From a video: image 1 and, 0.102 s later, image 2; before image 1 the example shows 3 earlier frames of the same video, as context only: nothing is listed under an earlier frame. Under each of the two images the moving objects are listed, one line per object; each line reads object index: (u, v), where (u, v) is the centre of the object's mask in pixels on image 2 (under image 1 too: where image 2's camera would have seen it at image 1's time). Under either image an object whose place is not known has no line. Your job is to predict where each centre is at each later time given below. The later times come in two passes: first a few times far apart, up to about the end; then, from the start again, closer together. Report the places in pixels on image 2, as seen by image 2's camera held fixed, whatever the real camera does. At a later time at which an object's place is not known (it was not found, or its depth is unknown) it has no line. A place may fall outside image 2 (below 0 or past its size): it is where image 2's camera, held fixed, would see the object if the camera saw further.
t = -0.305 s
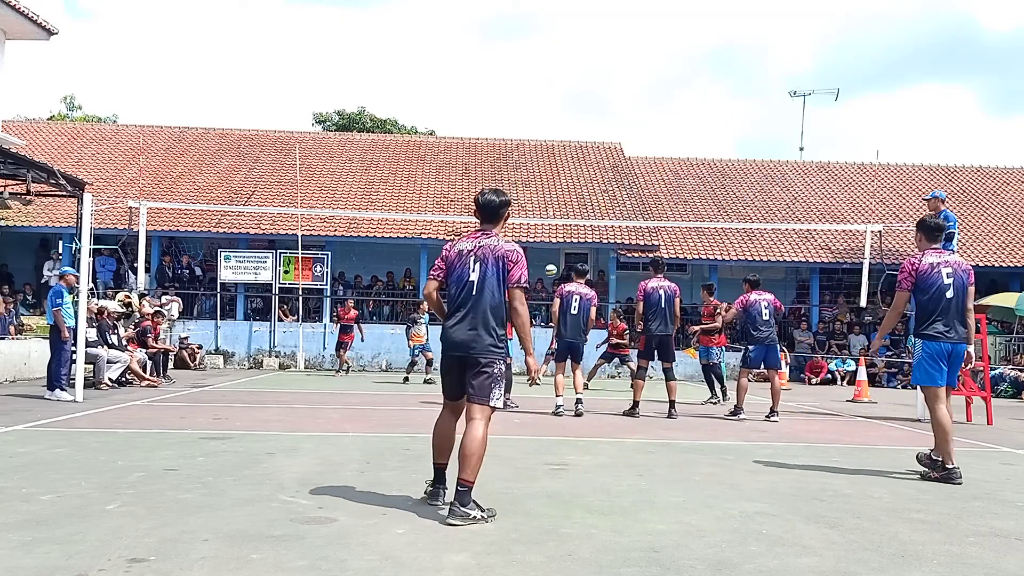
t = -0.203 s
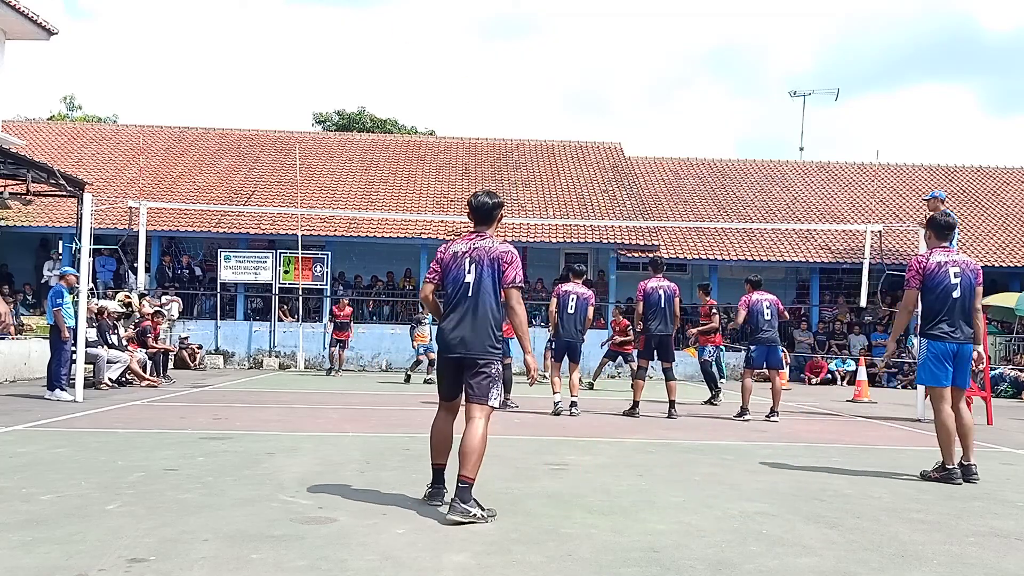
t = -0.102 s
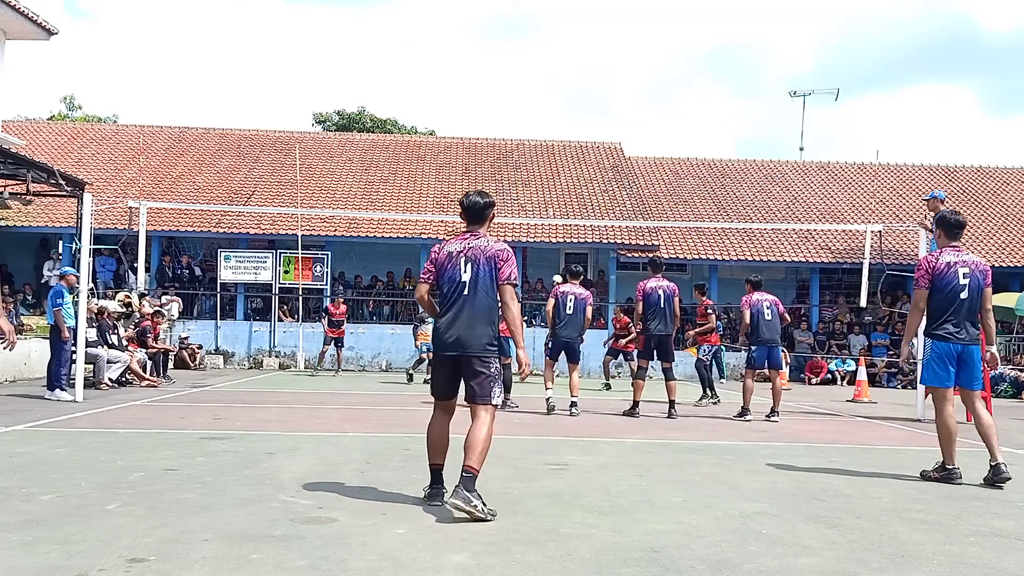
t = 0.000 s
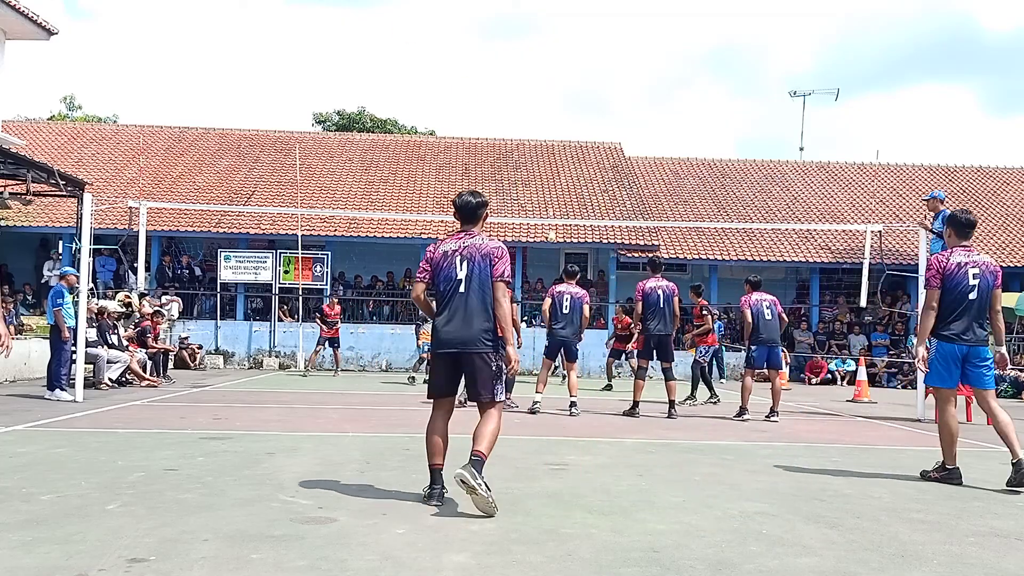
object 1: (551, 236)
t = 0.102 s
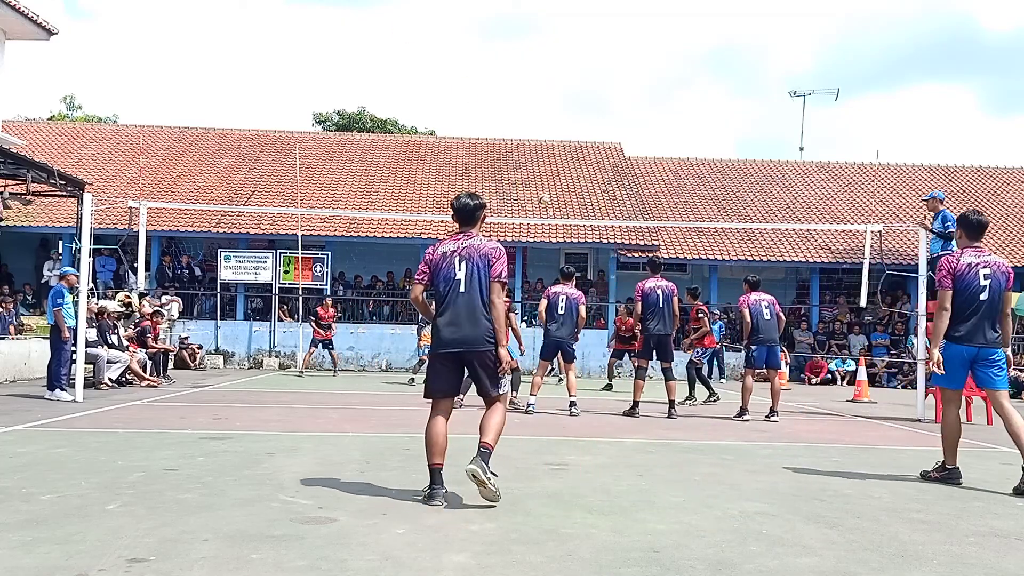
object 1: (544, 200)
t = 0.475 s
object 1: (514, 100)
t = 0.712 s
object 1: (492, 73)
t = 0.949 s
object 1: (469, 76)
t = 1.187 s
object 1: (443, 111)
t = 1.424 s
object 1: (416, 181)
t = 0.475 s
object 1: (514, 100)
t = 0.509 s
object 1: (511, 95)
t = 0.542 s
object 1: (508, 90)
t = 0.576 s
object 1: (505, 85)
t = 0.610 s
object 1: (502, 81)
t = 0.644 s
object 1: (499, 79)
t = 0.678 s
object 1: (495, 75)
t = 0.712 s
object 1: (492, 73)
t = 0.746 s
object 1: (489, 71)
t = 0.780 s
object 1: (486, 71)
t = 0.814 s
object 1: (483, 70)
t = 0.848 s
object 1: (480, 70)
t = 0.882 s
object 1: (476, 73)
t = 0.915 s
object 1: (473, 74)
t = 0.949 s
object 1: (469, 76)
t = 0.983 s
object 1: (465, 79)
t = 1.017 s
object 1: (461, 83)
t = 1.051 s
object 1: (458, 87)
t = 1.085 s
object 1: (455, 92)
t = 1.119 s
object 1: (450, 98)
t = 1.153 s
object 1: (447, 105)
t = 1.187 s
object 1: (443, 111)
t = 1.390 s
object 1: (419, 169)
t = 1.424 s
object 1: (416, 181)
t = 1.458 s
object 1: (412, 194)
